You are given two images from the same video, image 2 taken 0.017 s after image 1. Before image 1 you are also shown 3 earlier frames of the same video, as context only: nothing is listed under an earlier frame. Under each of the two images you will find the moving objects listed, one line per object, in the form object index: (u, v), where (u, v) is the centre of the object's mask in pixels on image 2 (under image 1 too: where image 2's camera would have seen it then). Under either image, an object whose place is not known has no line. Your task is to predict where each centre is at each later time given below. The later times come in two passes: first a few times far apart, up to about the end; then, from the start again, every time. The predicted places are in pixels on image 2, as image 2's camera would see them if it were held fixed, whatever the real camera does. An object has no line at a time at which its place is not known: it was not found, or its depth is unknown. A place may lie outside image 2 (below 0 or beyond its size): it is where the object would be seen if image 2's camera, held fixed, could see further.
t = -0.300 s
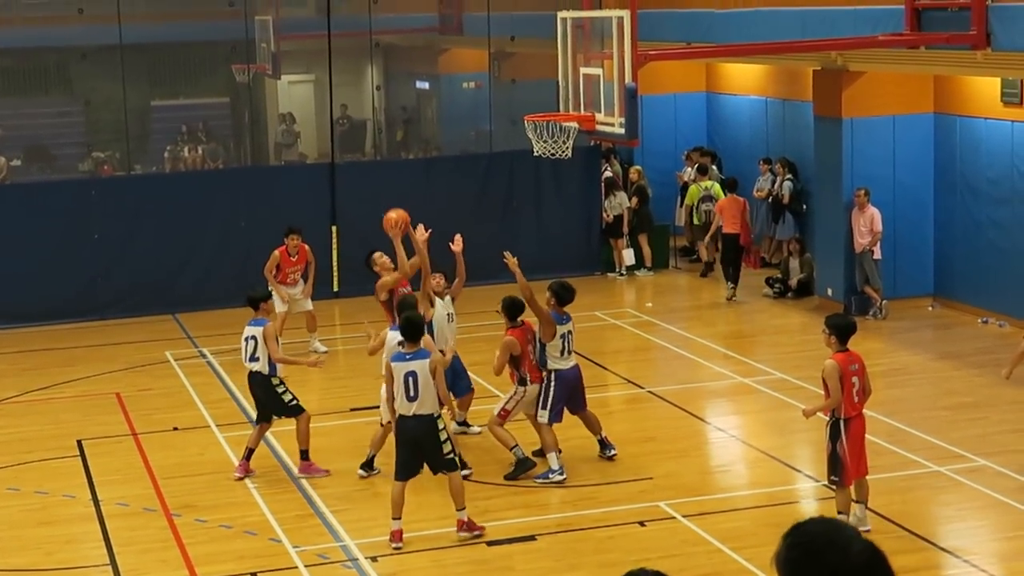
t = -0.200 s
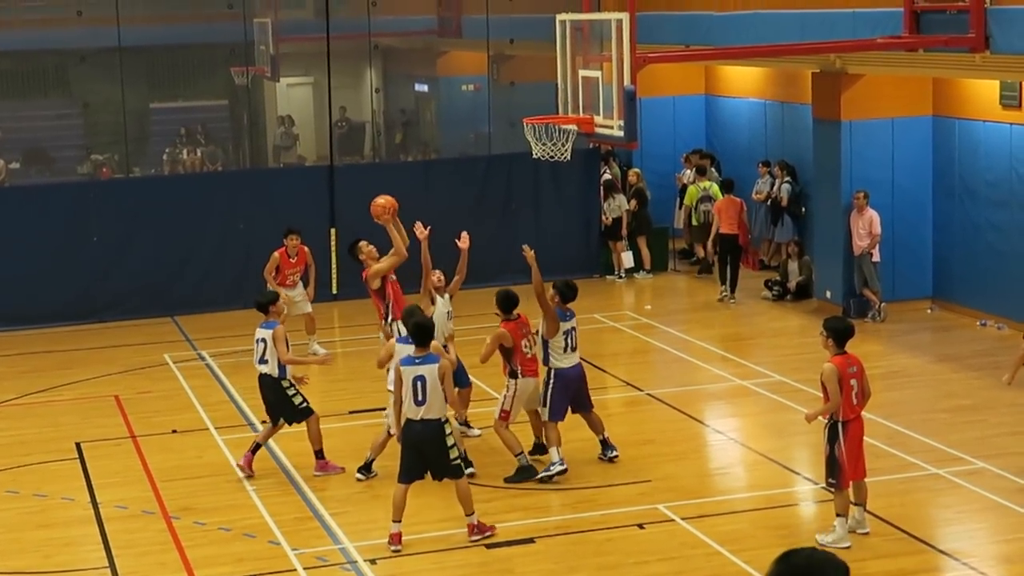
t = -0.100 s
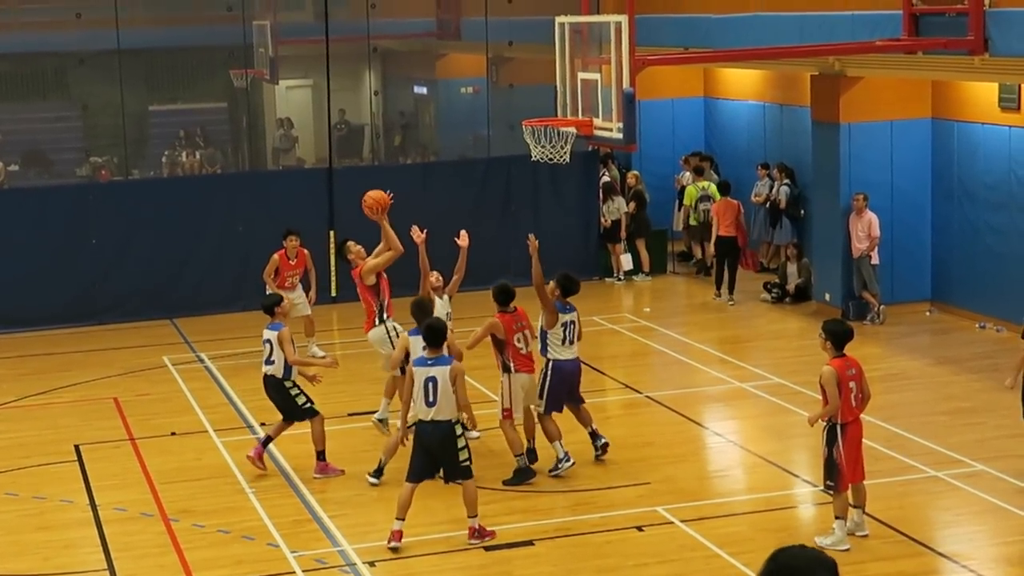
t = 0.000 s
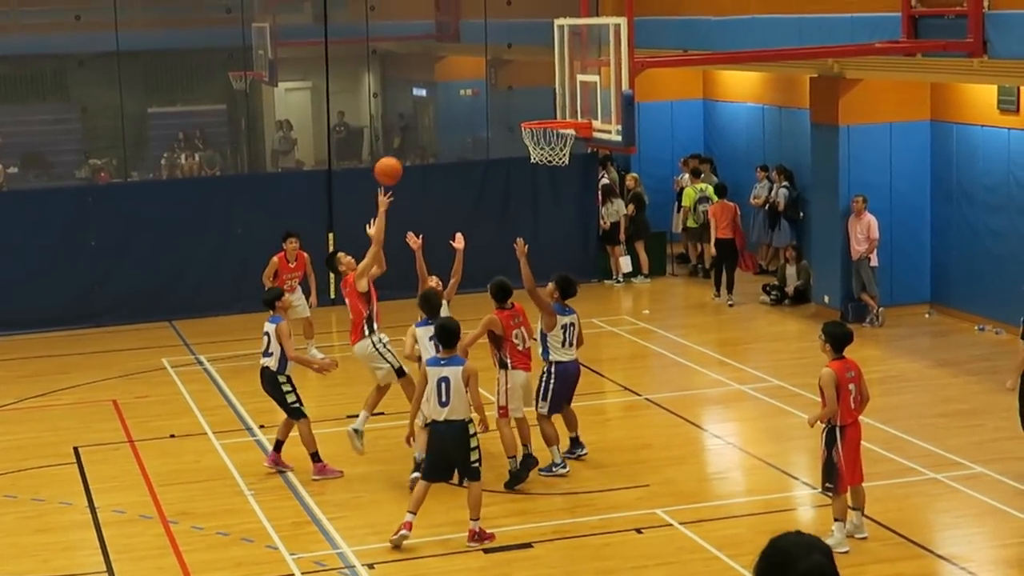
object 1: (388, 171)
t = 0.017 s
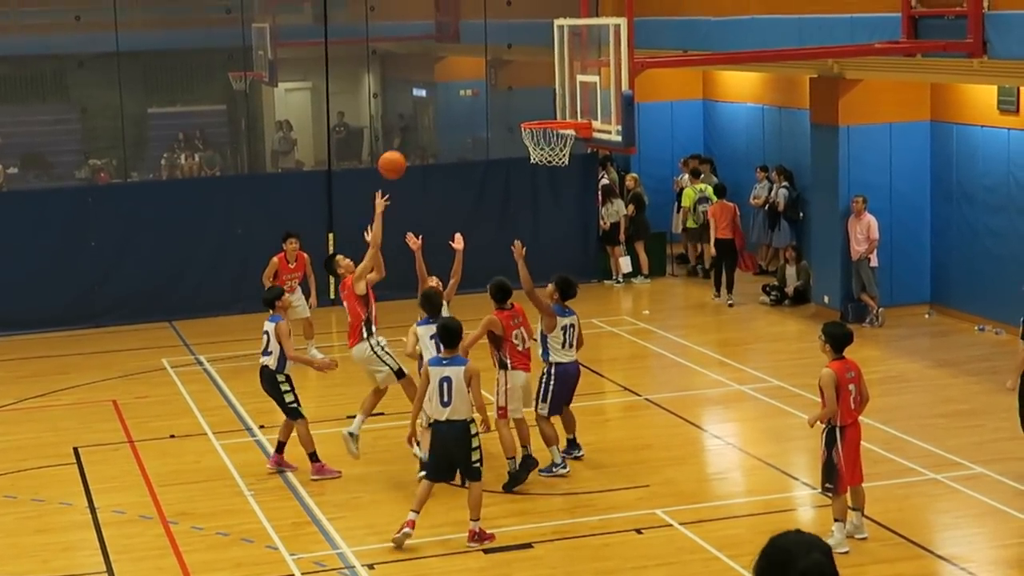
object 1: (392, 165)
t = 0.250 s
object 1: (449, 107)
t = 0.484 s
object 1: (506, 111)
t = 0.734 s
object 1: (487, 113)
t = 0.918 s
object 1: (466, 150)
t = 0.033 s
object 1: (396, 159)
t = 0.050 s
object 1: (400, 153)
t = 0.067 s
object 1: (404, 148)
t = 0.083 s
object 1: (408, 142)
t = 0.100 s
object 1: (412, 137)
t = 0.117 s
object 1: (416, 133)
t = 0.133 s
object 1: (420, 129)
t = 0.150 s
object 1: (424, 124)
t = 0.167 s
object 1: (428, 121)
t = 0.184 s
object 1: (432, 117)
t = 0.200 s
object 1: (436, 114)
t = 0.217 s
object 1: (441, 112)
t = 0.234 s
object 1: (445, 109)
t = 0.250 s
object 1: (449, 107)
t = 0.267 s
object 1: (453, 106)
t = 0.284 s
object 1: (457, 104)
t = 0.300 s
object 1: (461, 103)
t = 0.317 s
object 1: (466, 102)
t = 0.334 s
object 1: (469, 101)
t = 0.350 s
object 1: (473, 101)
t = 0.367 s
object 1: (477, 102)
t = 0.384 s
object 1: (481, 102)
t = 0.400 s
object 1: (486, 103)
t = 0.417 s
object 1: (489, 104)
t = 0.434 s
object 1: (494, 105)
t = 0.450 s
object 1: (498, 107)
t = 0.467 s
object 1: (502, 109)
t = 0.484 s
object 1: (506, 111)
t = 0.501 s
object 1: (510, 113)
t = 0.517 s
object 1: (513, 115)
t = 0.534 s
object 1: (511, 113)
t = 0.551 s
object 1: (509, 112)
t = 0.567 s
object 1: (507, 110)
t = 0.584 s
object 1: (505, 109)
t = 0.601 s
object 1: (503, 108)
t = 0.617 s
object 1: (501, 108)
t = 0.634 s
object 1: (499, 108)
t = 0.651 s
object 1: (497, 108)
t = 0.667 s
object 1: (495, 108)
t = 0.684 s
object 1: (493, 109)
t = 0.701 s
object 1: (491, 110)
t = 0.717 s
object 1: (489, 111)
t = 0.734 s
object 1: (487, 113)
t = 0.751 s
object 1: (485, 114)
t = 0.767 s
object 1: (483, 117)
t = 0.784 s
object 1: (481, 119)
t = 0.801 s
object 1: (479, 122)
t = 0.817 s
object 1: (477, 125)
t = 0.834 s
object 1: (475, 129)
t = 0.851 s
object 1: (473, 132)
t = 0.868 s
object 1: (471, 136)
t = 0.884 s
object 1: (470, 141)
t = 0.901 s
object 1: (468, 145)
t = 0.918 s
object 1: (466, 150)
